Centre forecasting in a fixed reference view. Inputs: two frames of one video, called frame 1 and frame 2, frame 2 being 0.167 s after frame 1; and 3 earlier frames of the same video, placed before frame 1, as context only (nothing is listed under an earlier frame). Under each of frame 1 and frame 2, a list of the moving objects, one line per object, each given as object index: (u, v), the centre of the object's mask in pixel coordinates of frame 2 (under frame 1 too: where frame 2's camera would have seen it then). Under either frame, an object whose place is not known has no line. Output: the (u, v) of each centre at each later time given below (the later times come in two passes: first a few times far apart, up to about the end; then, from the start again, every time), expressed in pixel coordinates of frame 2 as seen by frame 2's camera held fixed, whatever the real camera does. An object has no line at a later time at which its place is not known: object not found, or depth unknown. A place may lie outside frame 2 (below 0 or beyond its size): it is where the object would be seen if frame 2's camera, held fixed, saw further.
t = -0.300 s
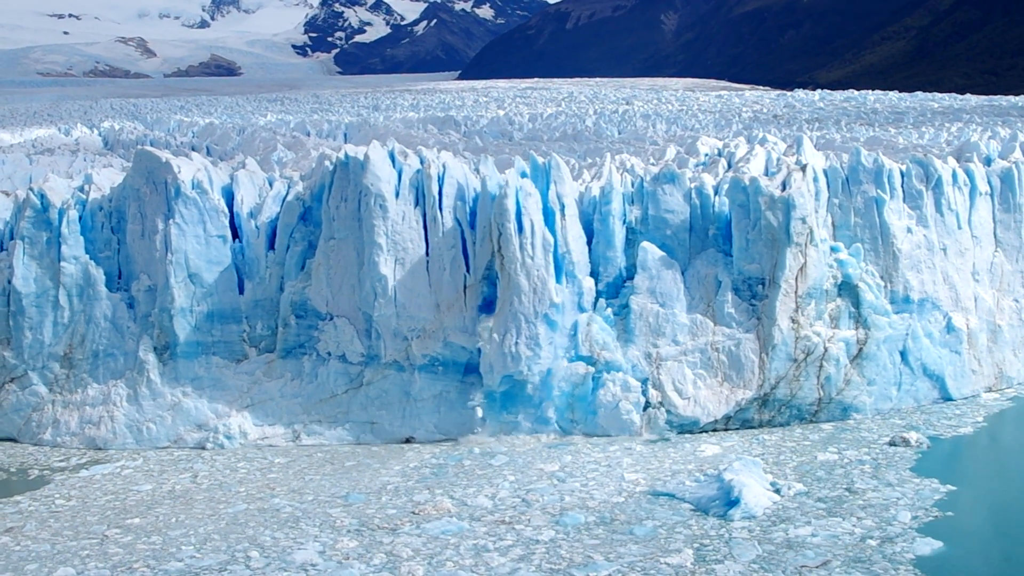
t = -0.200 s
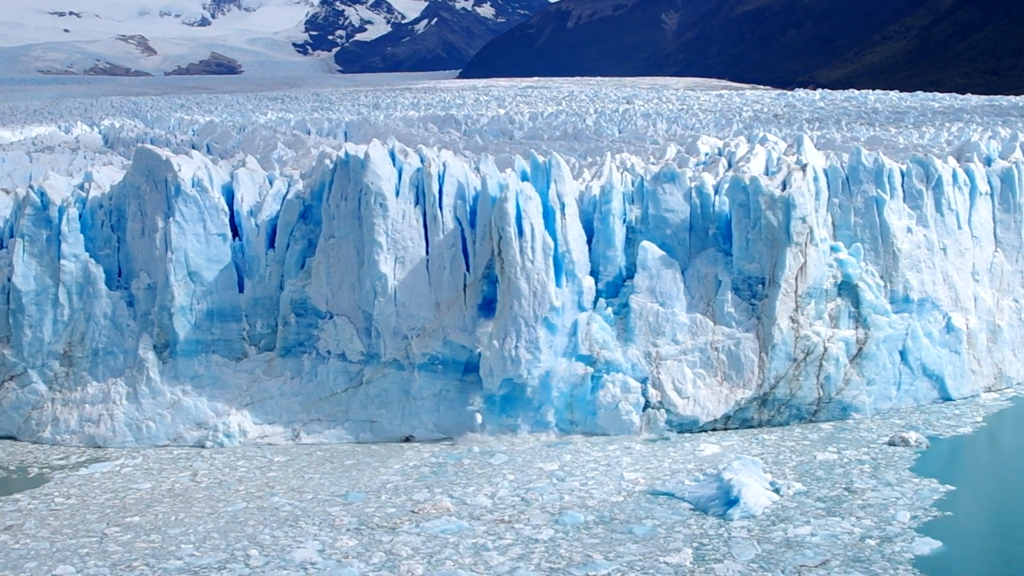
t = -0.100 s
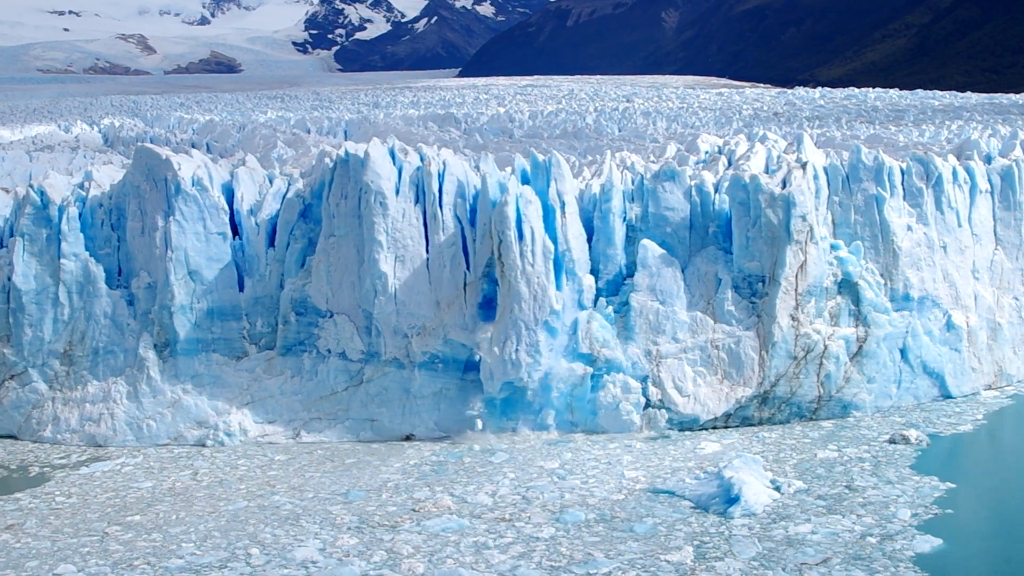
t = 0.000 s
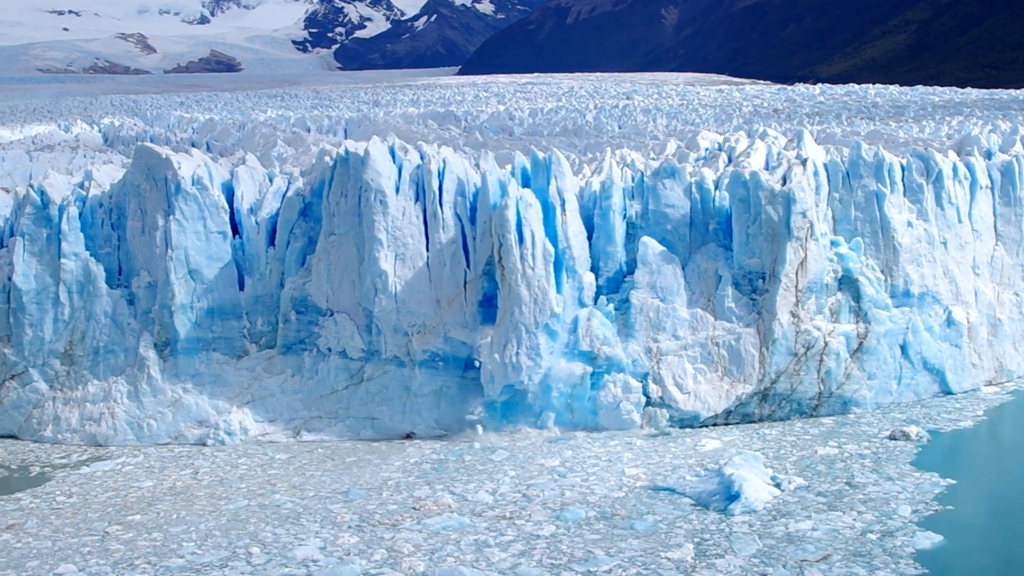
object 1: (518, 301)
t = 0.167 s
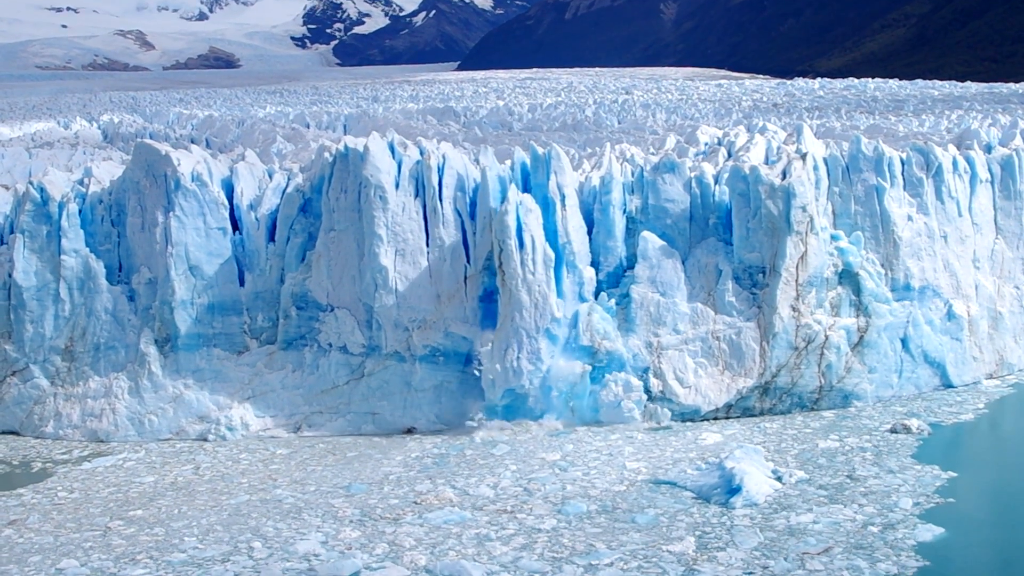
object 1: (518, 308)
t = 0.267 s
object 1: (519, 310)
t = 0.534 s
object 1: (520, 318)
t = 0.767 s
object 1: (522, 328)
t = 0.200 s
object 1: (518, 309)
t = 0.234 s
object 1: (518, 309)
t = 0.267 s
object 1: (519, 310)
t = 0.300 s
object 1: (519, 312)
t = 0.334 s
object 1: (519, 312)
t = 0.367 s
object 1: (519, 313)
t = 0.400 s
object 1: (519, 315)
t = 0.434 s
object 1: (520, 316)
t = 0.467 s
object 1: (520, 317)
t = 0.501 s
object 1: (520, 318)
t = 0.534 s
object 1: (520, 318)
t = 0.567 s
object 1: (521, 320)
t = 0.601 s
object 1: (521, 322)
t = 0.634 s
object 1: (521, 323)
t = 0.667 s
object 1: (521, 325)
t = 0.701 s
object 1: (522, 326)
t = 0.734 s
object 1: (522, 327)
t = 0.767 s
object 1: (522, 328)
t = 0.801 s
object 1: (523, 330)
